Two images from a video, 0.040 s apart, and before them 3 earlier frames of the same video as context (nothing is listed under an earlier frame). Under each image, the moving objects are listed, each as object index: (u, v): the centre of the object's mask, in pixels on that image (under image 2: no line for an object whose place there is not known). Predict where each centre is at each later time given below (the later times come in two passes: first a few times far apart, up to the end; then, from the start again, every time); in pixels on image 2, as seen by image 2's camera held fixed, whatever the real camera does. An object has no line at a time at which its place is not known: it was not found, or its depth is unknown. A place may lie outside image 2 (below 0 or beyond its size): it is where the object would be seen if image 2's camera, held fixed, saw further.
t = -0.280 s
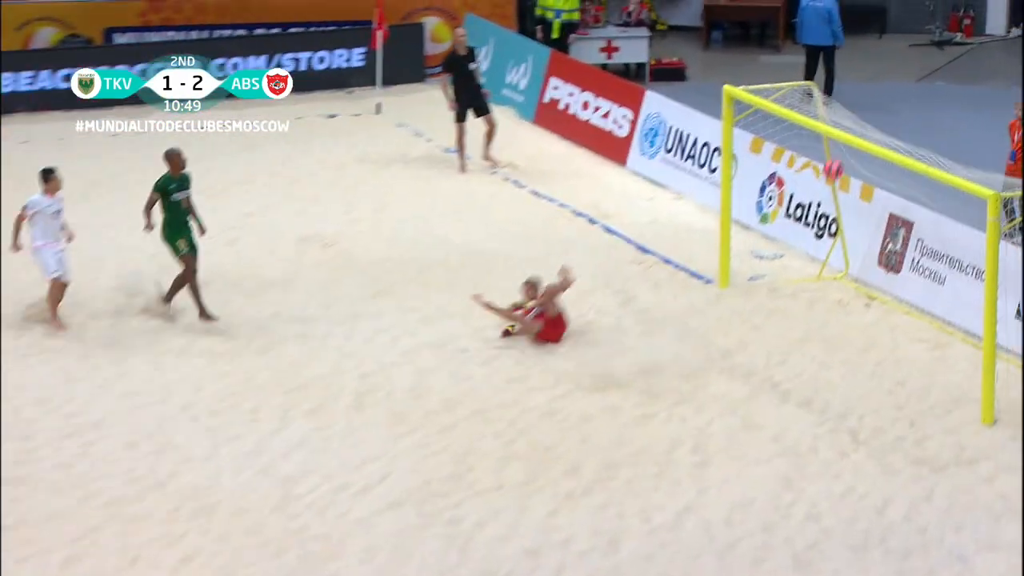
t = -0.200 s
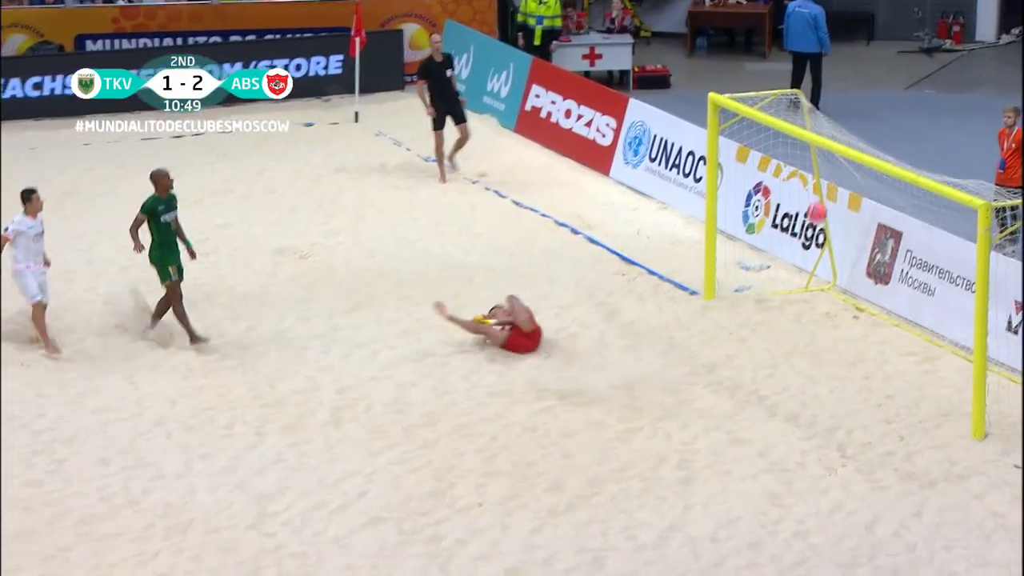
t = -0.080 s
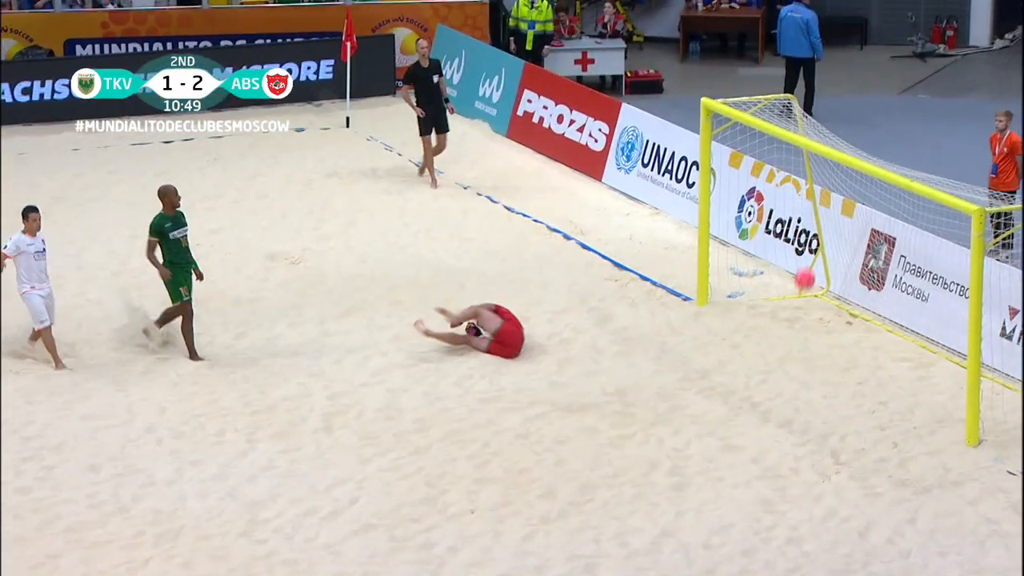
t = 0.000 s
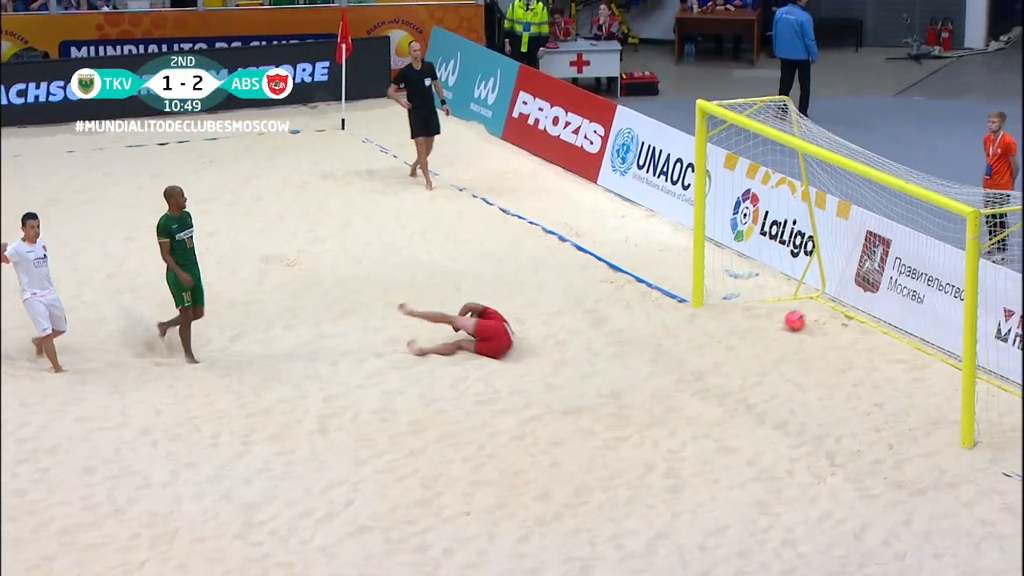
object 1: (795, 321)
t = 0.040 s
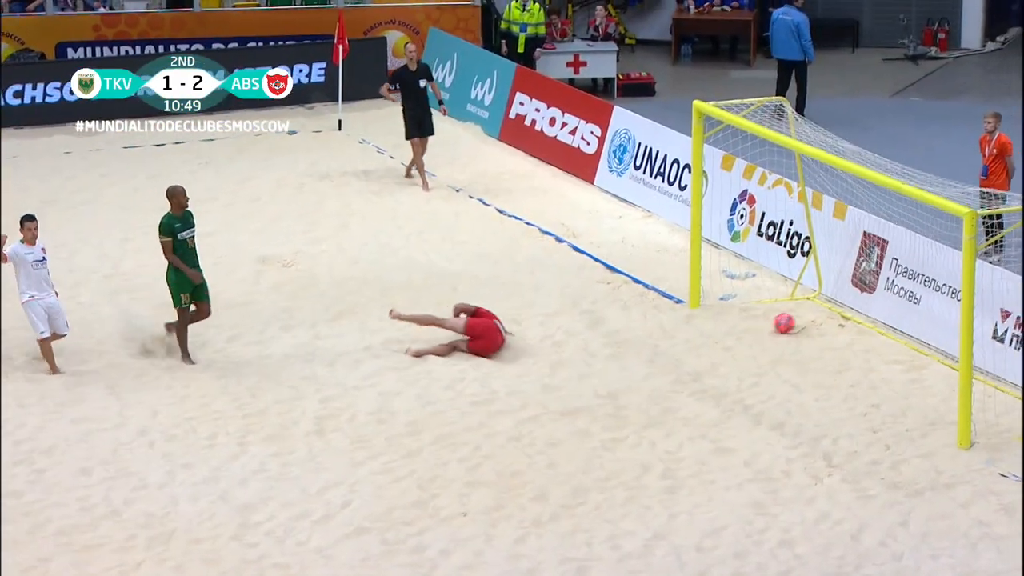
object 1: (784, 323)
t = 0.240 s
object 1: (749, 341)
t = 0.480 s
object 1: (710, 357)
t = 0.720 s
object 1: (679, 371)
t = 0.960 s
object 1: (656, 384)
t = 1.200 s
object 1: (638, 396)
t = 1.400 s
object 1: (623, 400)
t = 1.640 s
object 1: (609, 400)
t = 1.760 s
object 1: (601, 402)
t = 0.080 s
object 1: (777, 324)
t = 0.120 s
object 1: (770, 326)
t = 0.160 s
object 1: (763, 329)
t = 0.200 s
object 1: (756, 334)
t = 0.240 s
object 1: (749, 341)
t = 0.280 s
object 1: (742, 344)
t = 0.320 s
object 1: (736, 348)
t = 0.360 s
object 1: (729, 349)
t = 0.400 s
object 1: (723, 350)
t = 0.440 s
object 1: (717, 353)
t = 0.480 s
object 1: (710, 357)
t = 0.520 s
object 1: (705, 358)
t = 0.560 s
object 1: (700, 359)
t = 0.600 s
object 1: (694, 361)
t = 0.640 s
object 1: (689, 365)
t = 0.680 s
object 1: (683, 370)
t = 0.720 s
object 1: (679, 371)
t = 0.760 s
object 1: (674, 374)
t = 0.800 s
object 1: (670, 375)
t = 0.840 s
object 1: (666, 376)
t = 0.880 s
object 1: (662, 379)
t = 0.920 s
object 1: (659, 382)
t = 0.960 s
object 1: (656, 384)
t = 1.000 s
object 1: (652, 385)
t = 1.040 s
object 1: (649, 388)
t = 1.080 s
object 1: (647, 389)
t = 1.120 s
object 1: (644, 390)
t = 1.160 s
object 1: (641, 393)
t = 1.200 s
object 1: (638, 396)
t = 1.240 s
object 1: (636, 399)
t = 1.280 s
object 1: (632, 399)
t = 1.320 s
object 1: (630, 400)
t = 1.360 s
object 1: (626, 400)
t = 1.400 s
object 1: (623, 400)
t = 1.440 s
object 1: (621, 400)
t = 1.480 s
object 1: (618, 399)
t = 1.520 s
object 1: (616, 399)
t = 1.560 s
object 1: (614, 399)
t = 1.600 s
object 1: (611, 399)
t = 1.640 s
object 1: (609, 400)
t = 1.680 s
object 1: (607, 400)
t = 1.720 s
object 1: (604, 401)
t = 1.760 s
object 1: (601, 402)
